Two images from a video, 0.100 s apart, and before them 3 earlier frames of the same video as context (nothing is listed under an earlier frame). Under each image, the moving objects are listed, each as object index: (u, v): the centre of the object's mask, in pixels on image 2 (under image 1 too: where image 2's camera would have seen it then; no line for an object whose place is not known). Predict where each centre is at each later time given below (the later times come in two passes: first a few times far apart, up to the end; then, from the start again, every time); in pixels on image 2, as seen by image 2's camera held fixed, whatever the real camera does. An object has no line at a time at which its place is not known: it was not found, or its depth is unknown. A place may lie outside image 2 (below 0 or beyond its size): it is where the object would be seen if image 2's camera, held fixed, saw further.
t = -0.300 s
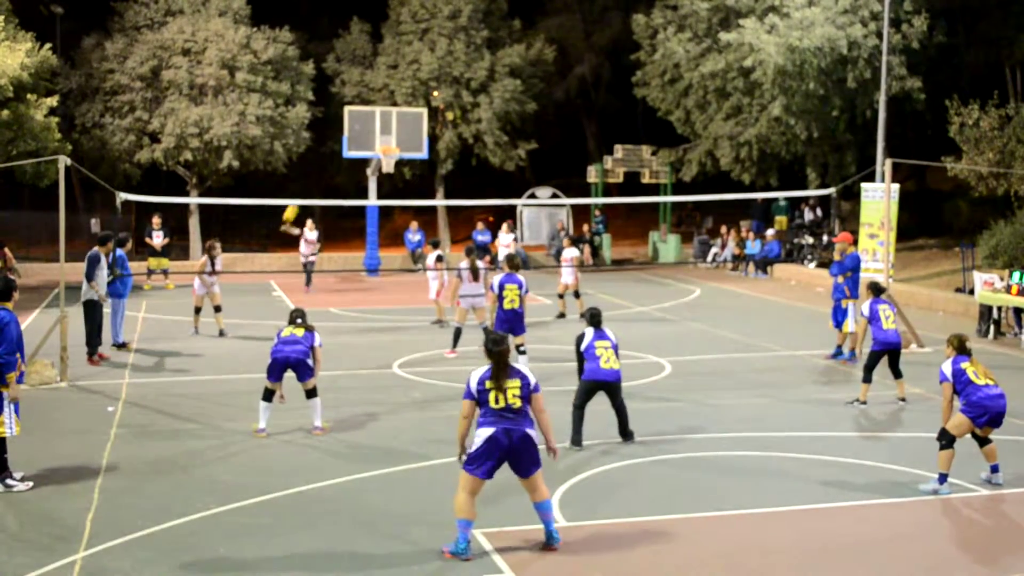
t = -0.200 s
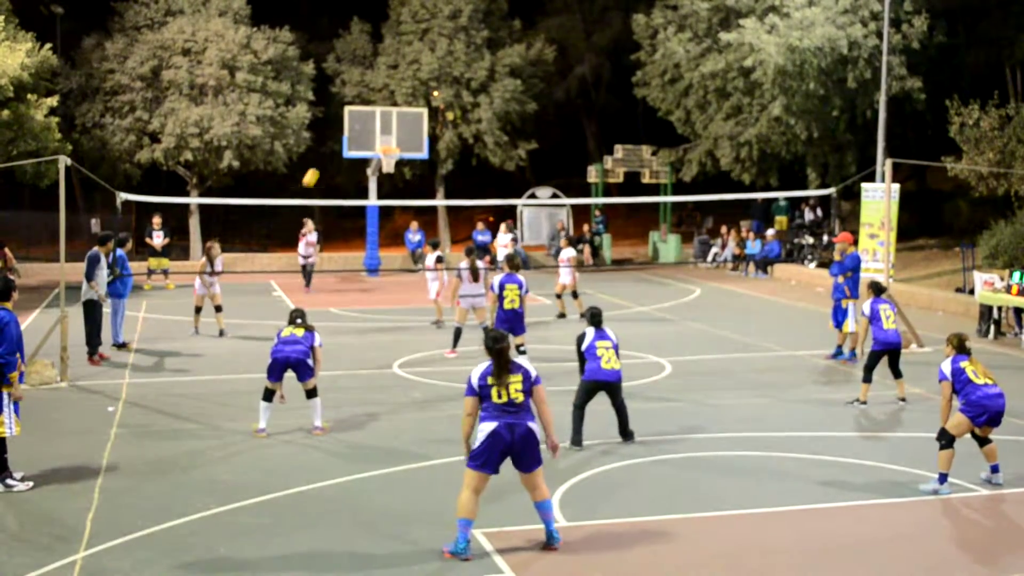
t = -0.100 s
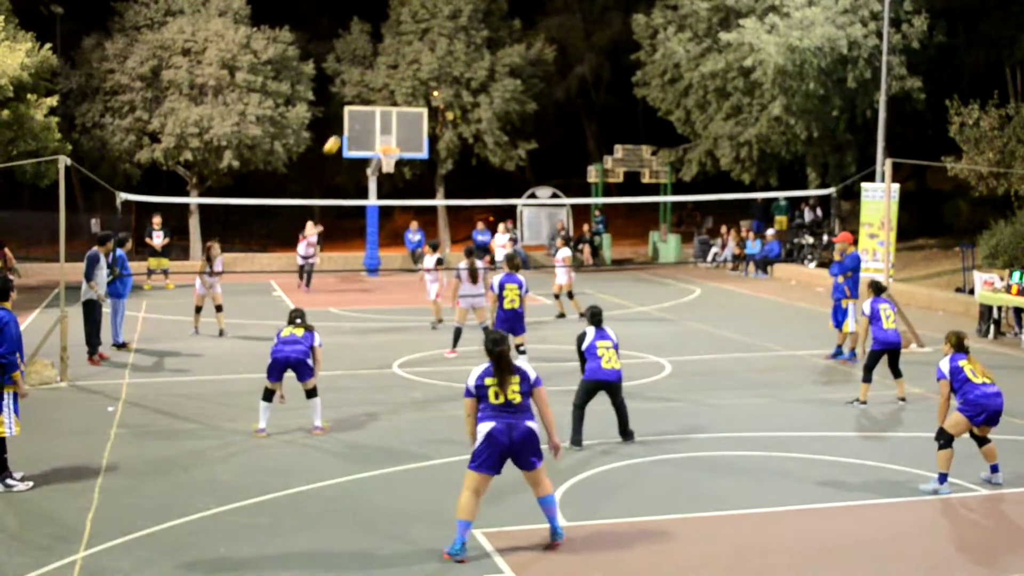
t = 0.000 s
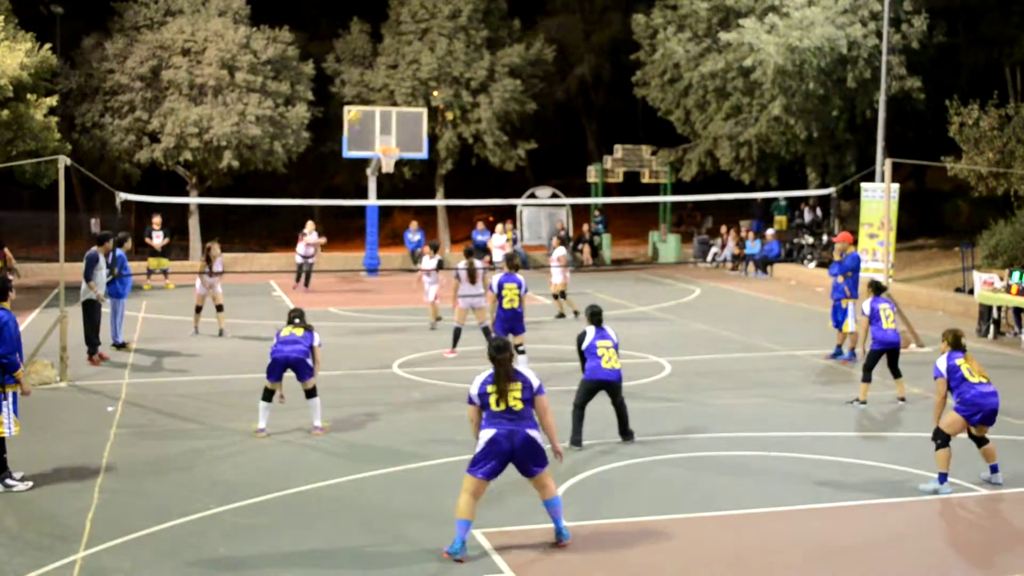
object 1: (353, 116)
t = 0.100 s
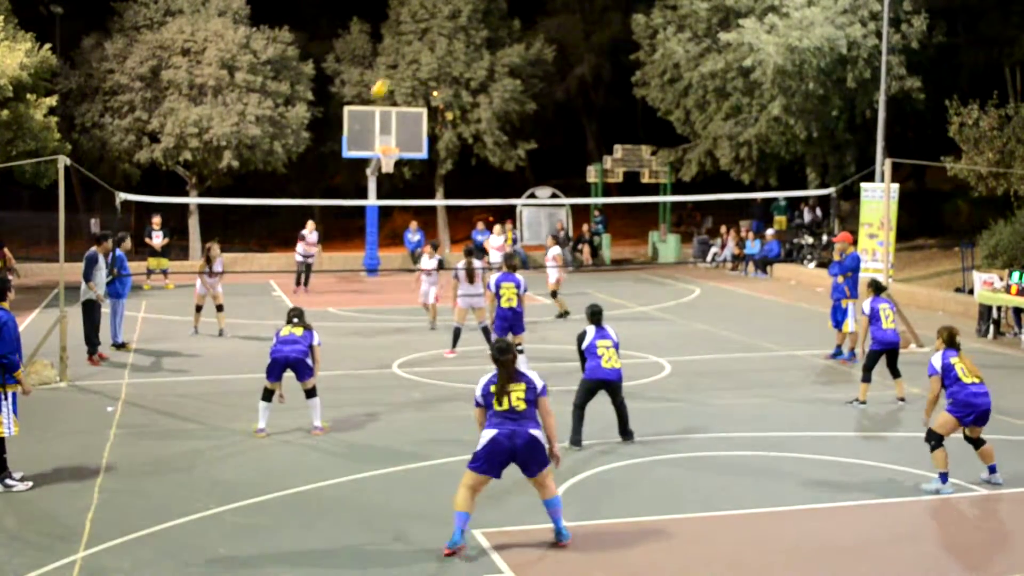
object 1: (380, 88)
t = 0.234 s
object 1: (416, 59)
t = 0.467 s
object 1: (491, 30)
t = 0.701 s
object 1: (585, 43)
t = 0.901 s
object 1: (685, 96)
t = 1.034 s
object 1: (759, 159)
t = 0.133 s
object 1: (389, 80)
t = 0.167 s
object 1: (398, 72)
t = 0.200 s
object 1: (407, 65)
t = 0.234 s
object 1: (416, 59)
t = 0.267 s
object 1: (426, 52)
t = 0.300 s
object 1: (437, 46)
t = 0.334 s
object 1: (446, 43)
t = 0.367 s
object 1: (457, 38)
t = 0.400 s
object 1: (468, 34)
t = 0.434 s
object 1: (479, 32)
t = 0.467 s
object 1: (491, 30)
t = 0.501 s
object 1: (504, 29)
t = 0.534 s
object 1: (516, 29)
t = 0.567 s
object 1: (529, 30)
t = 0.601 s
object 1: (543, 32)
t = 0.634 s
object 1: (557, 35)
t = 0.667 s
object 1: (570, 39)
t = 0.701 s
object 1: (585, 43)
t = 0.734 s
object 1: (601, 49)
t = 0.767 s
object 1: (617, 56)
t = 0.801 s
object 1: (633, 63)
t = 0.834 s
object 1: (649, 73)
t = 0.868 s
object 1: (667, 84)
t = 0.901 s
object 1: (685, 96)
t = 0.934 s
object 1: (703, 110)
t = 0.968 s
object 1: (720, 124)
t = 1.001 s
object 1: (740, 141)
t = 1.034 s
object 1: (759, 159)
